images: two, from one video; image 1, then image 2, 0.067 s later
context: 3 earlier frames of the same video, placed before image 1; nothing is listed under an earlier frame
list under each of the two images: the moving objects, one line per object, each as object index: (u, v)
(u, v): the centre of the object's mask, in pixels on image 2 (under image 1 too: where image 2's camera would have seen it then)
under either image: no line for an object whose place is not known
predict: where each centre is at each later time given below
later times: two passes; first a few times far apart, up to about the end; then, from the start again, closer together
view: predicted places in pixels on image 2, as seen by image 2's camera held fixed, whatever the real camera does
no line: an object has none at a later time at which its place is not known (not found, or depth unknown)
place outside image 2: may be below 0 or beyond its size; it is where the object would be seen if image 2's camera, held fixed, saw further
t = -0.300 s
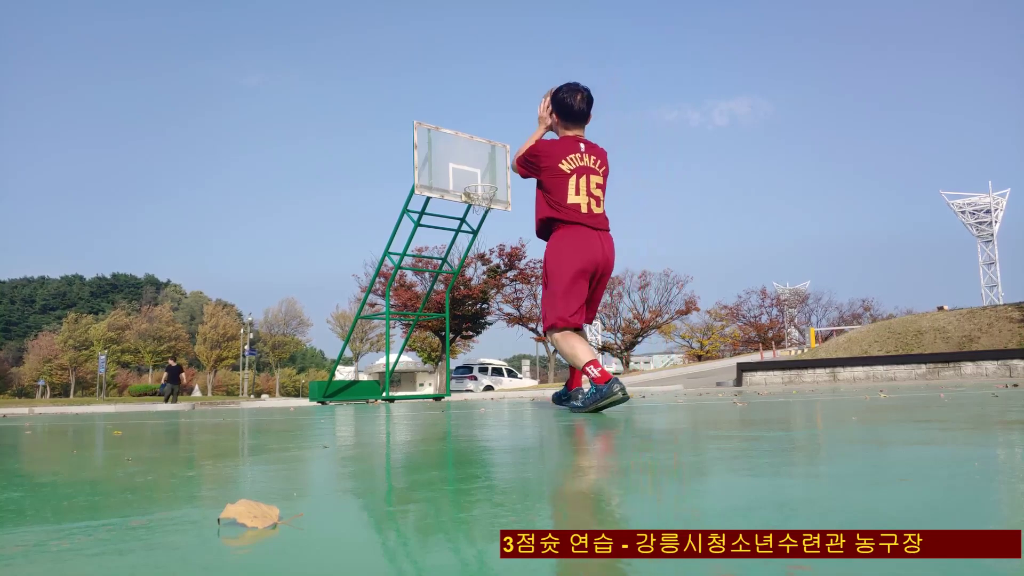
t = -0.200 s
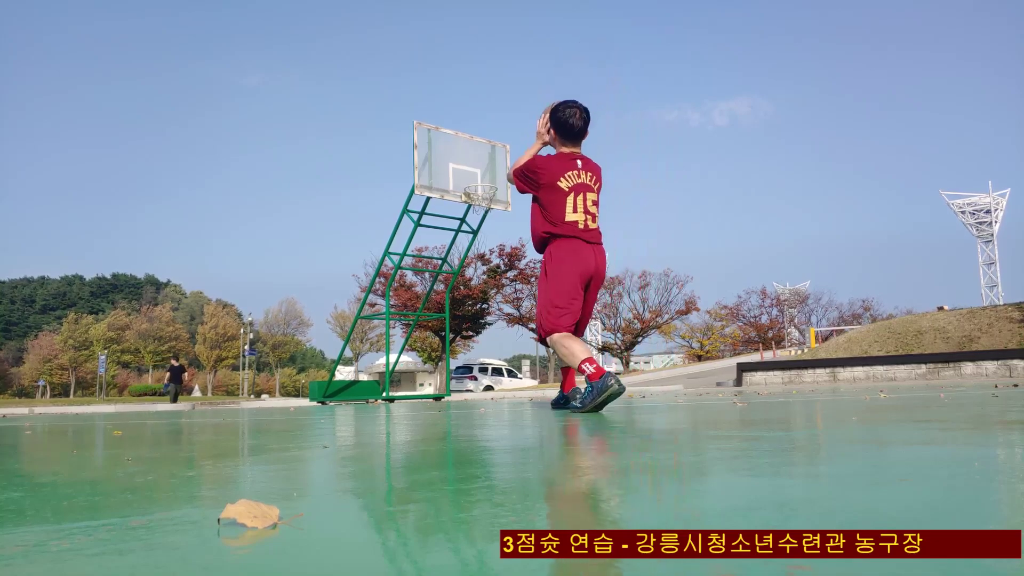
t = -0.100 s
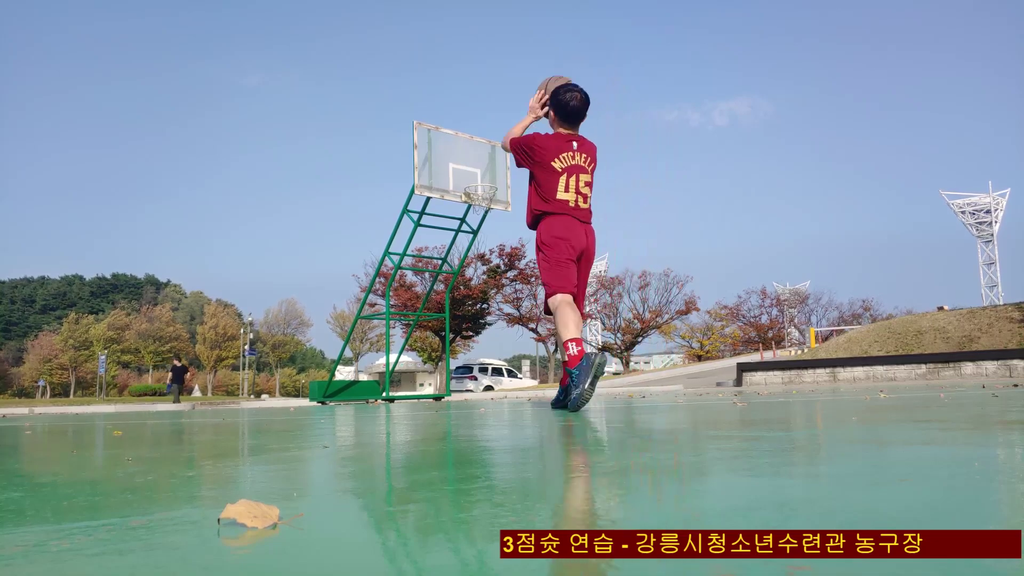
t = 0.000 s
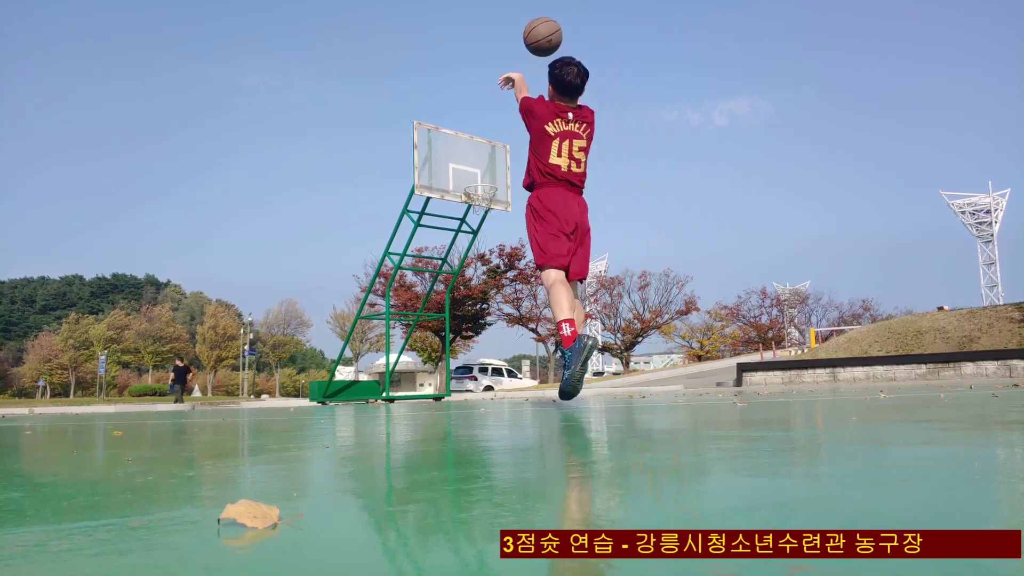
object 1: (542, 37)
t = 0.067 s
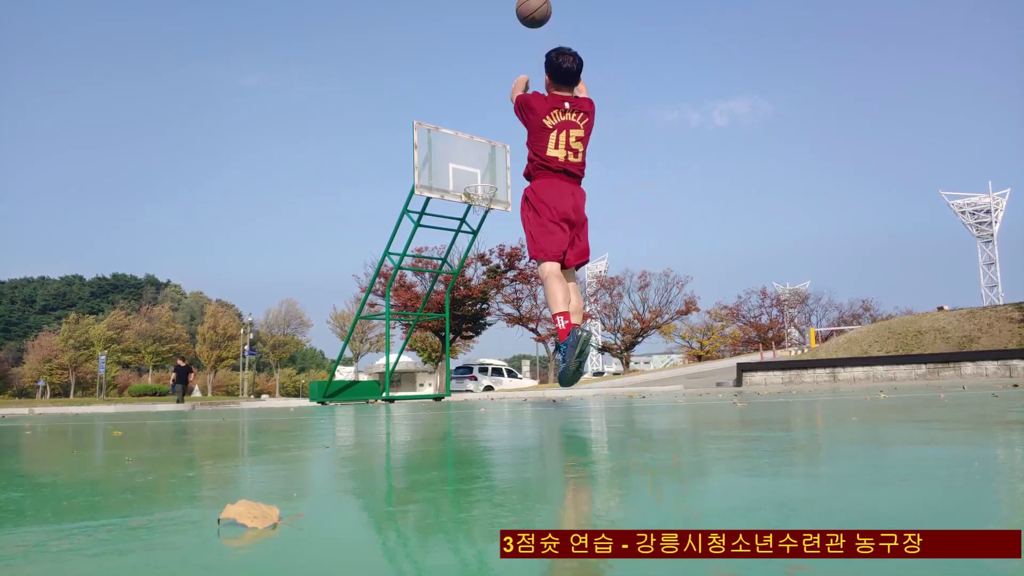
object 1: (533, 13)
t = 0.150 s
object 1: (524, 3)
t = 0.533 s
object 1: (498, 8)
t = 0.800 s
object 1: (488, 78)
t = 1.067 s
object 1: (482, 177)
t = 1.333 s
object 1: (480, 231)
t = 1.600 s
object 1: (481, 316)
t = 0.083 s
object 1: (531, 10)
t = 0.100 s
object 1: (530, 8)
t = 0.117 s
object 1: (528, 6)
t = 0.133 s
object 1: (526, 4)
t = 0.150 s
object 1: (524, 3)
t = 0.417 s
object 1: (504, 0)
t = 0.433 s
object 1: (503, 1)
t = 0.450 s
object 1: (502, 2)
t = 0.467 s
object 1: (501, 3)
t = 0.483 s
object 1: (500, 4)
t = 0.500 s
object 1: (499, 5)
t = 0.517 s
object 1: (499, 7)
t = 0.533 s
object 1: (498, 8)
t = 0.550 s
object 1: (497, 10)
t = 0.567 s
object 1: (496, 13)
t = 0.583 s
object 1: (496, 17)
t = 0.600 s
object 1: (495, 21)
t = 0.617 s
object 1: (494, 25)
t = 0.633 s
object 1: (494, 29)
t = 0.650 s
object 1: (493, 34)
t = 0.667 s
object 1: (492, 38)
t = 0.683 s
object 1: (492, 43)
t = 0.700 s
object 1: (491, 47)
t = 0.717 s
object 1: (490, 52)
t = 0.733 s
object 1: (490, 57)
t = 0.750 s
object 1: (489, 62)
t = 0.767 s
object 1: (489, 67)
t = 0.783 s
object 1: (488, 73)
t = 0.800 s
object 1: (488, 78)
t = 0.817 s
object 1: (487, 84)
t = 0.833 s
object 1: (487, 89)
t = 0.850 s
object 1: (487, 95)
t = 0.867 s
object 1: (486, 101)
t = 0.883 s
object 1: (486, 107)
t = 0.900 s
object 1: (485, 113)
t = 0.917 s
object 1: (485, 119)
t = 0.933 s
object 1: (484, 125)
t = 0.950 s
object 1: (484, 131)
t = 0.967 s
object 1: (484, 138)
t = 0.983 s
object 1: (483, 144)
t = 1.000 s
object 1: (483, 151)
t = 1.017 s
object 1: (483, 157)
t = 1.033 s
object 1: (482, 164)
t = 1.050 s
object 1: (482, 171)
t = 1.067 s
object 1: (482, 177)
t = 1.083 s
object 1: (481, 184)
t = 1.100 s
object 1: (481, 192)
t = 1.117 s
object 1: (481, 197)
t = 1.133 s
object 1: (480, 200)
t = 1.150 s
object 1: (481, 201)
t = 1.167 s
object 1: (480, 203)
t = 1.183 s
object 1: (481, 205)
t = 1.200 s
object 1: (480, 207)
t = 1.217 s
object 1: (480, 209)
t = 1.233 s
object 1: (480, 212)
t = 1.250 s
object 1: (480, 214)
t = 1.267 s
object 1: (480, 217)
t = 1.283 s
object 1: (480, 221)
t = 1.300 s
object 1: (480, 223)
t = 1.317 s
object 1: (480, 227)
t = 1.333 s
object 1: (480, 231)
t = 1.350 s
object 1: (480, 235)
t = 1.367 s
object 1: (481, 239)
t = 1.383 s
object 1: (481, 243)
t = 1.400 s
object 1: (481, 248)
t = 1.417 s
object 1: (481, 252)
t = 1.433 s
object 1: (481, 257)
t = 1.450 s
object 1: (481, 262)
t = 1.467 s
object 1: (480, 266)
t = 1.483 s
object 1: (481, 272)
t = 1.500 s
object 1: (480, 278)
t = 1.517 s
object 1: (480, 283)
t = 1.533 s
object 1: (481, 290)
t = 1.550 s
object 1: (481, 296)
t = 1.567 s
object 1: (481, 302)
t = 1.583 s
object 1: (481, 309)
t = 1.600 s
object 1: (481, 316)
